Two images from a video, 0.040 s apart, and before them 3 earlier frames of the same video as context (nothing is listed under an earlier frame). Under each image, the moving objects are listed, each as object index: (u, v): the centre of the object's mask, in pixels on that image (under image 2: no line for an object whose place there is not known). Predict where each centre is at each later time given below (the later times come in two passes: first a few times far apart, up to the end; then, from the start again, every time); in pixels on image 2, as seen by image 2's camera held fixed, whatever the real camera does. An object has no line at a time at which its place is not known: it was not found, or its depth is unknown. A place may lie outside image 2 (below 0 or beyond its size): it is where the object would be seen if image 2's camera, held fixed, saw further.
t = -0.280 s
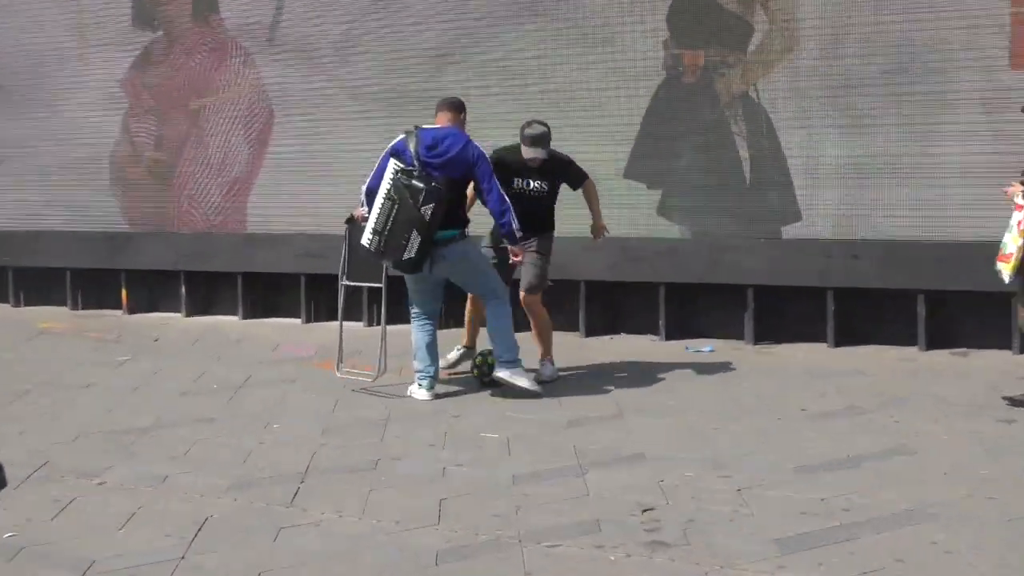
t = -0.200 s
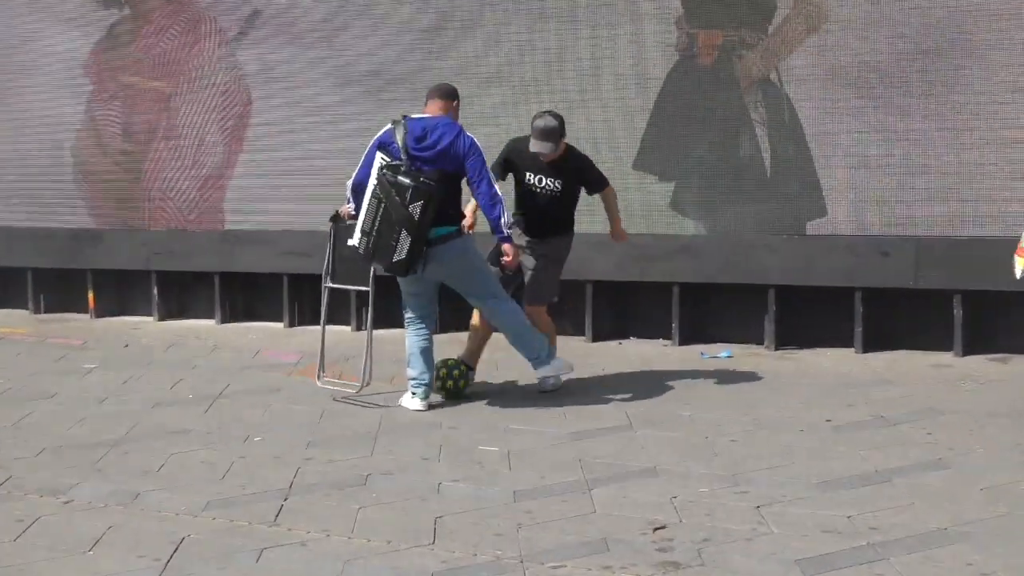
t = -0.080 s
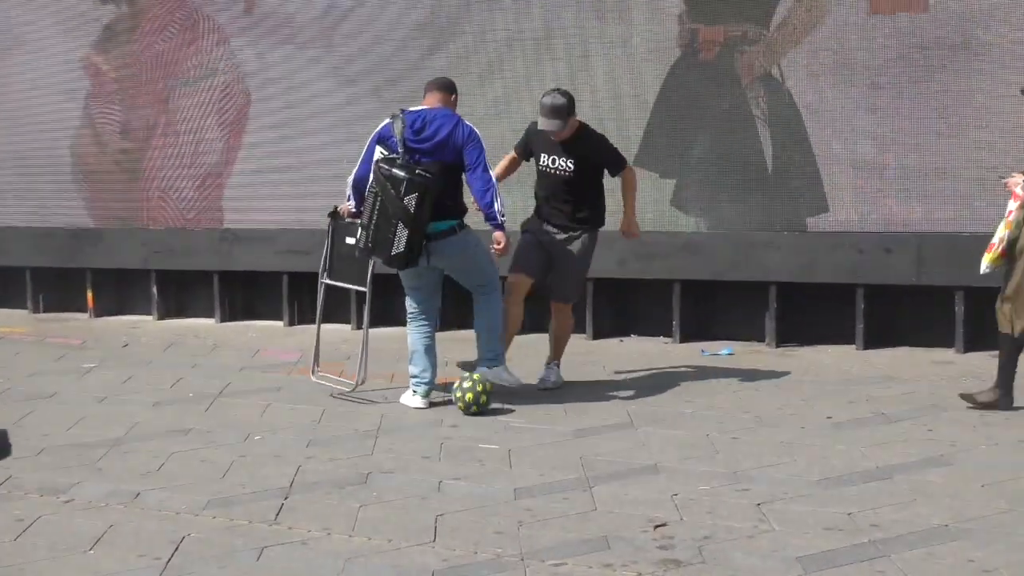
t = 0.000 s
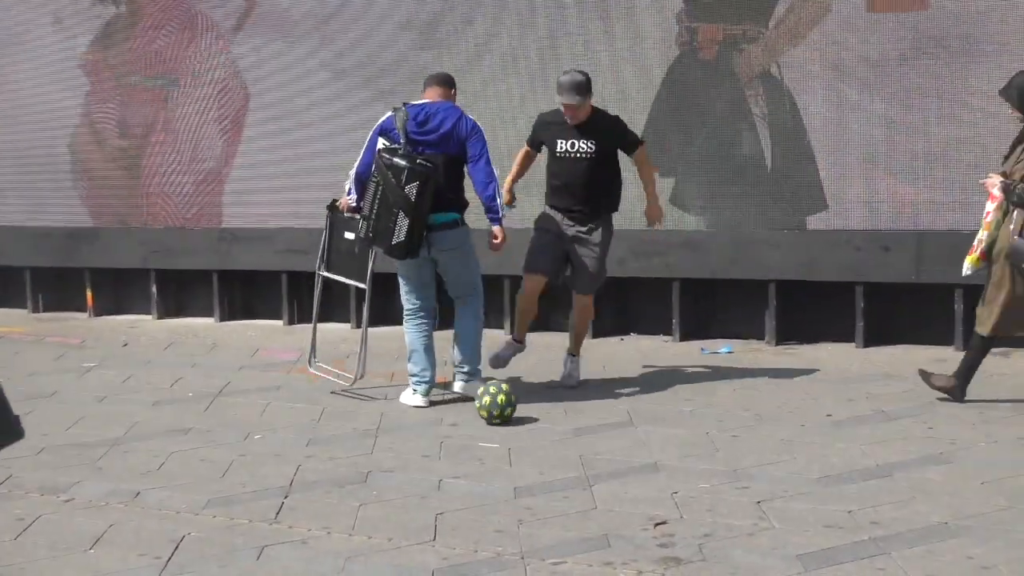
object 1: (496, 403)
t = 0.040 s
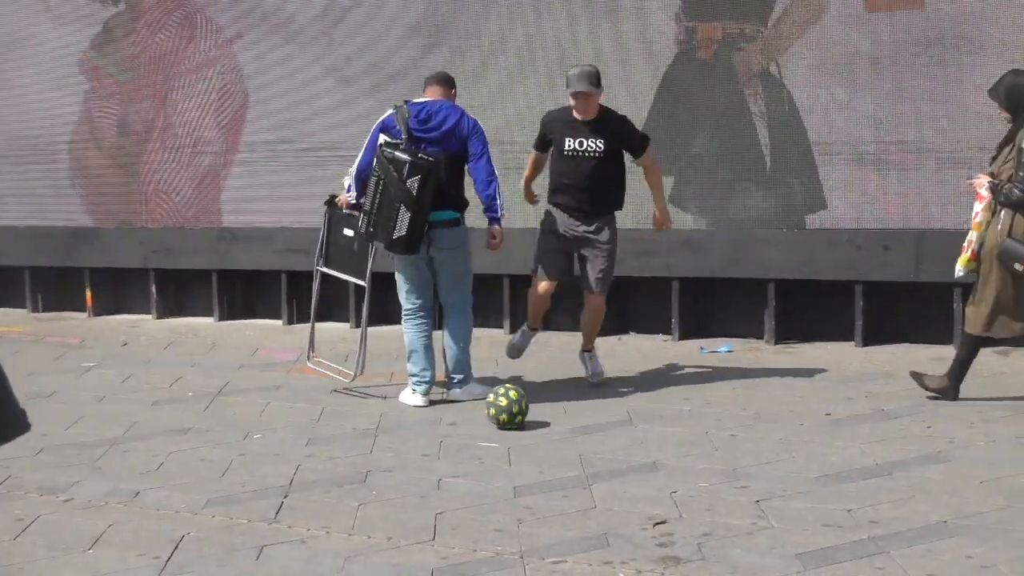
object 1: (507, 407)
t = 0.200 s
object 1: (556, 428)
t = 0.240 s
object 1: (569, 433)
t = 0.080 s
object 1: (518, 411)
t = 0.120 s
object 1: (530, 416)
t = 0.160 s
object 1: (543, 421)
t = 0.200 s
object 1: (556, 428)
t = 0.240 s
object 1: (569, 433)
